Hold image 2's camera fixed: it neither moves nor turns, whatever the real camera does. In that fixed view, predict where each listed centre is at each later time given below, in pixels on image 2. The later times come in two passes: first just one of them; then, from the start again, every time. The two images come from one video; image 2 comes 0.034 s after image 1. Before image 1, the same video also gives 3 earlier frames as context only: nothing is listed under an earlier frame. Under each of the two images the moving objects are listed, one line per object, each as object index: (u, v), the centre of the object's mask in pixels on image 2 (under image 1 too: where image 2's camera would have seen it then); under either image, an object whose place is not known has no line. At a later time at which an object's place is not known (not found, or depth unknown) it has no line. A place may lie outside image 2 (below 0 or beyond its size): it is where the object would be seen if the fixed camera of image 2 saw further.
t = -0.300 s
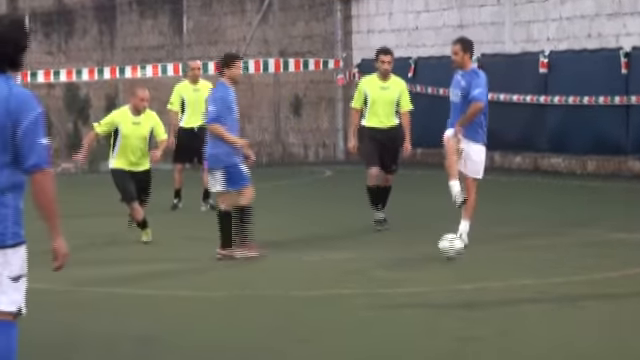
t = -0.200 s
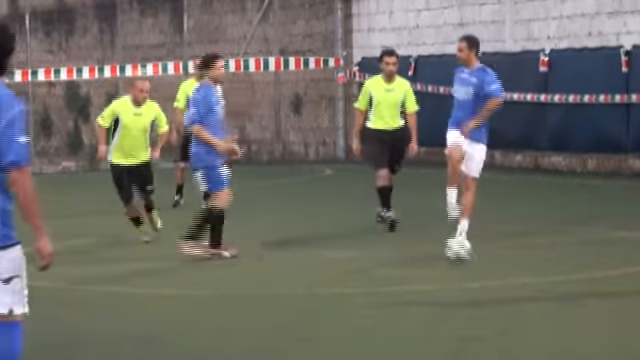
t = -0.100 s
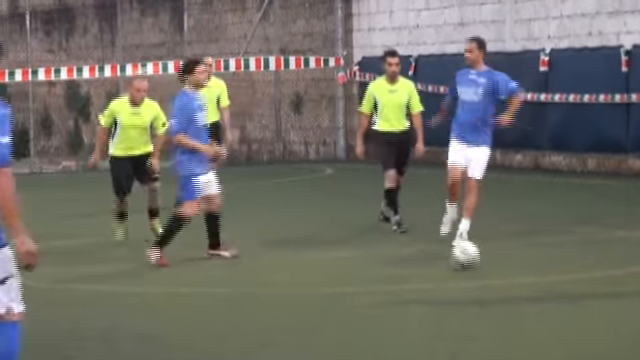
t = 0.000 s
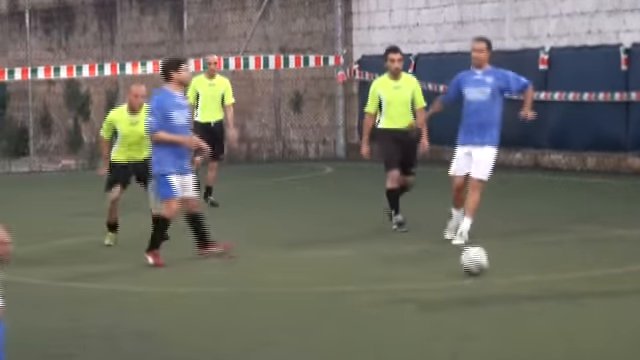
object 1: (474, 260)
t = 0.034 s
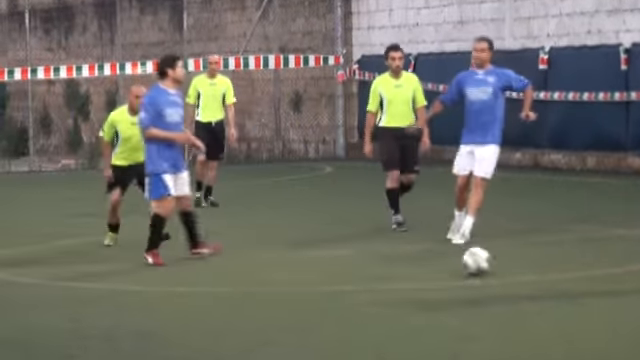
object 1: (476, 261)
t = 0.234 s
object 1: (491, 270)
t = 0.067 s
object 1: (479, 263)
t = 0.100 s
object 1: (483, 264)
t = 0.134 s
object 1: (485, 265)
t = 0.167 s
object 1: (487, 266)
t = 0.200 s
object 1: (490, 269)
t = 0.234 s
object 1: (491, 270)
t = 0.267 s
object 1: (493, 272)
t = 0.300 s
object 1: (494, 274)
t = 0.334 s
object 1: (497, 276)
